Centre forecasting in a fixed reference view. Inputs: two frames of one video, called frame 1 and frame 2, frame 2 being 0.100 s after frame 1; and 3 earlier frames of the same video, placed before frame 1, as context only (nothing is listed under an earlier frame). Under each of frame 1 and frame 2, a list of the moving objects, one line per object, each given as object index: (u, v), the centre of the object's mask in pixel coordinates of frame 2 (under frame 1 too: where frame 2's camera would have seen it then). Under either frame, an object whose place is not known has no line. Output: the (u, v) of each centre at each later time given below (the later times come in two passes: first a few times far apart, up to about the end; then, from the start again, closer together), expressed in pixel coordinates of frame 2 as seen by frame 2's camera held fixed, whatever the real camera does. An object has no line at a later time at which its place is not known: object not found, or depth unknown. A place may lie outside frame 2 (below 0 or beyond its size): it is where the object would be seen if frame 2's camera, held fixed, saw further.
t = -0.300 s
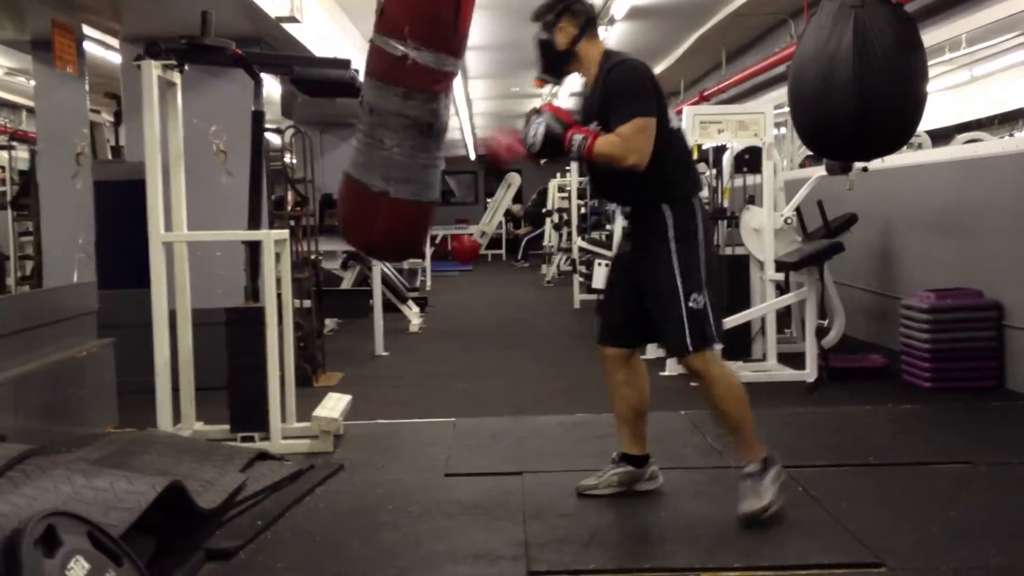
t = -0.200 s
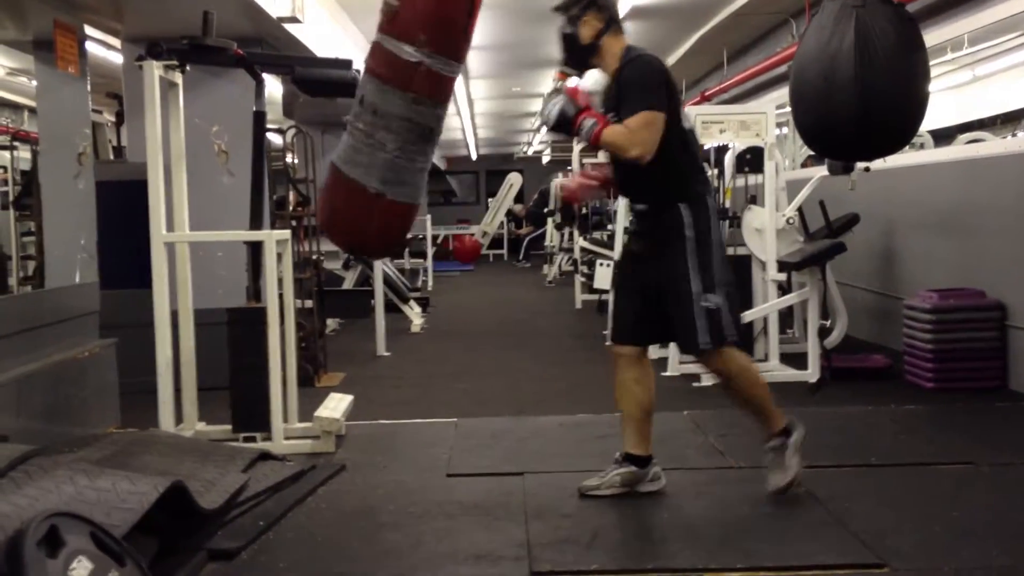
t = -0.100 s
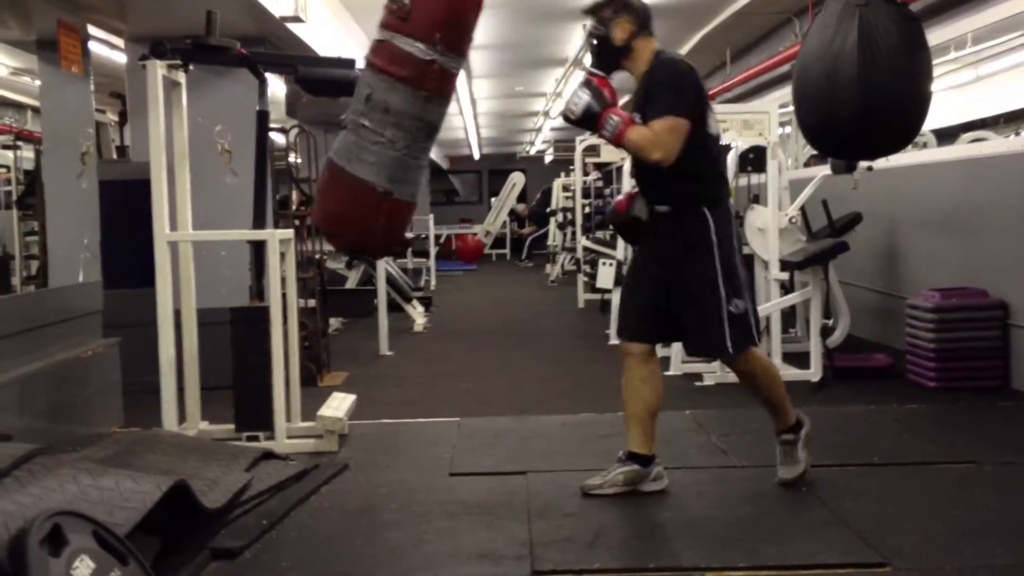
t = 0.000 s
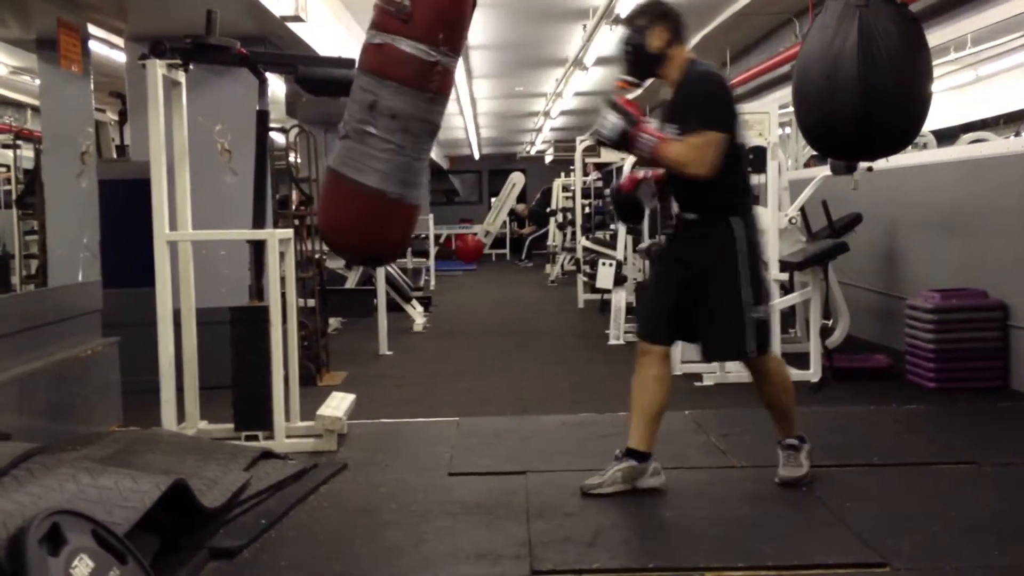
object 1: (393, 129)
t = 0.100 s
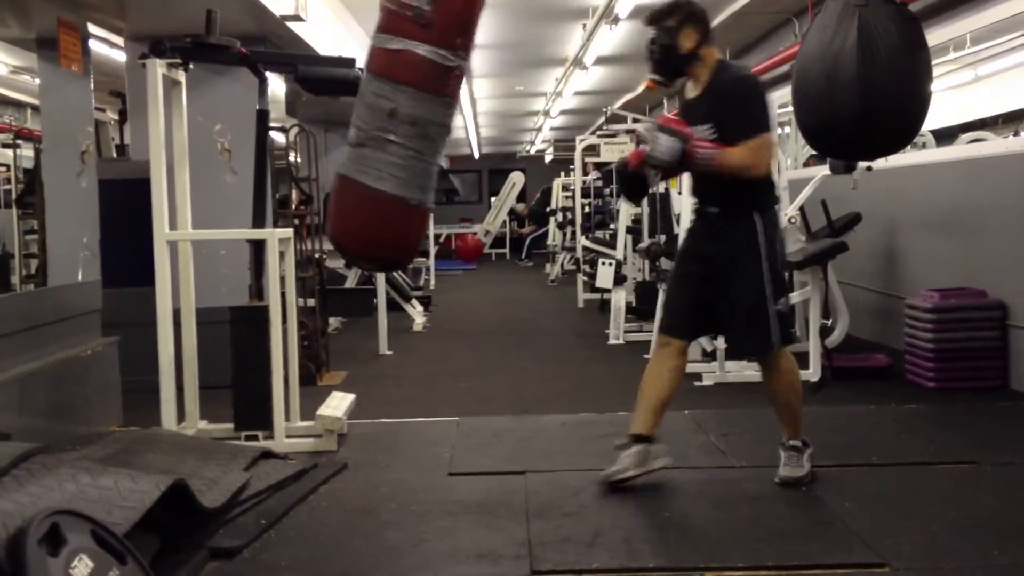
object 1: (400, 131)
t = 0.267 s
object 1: (429, 139)
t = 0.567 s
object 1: (527, 130)
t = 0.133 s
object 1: (408, 132)
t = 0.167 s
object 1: (414, 133)
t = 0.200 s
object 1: (418, 135)
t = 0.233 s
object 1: (422, 138)
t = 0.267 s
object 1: (429, 139)
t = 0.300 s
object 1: (437, 141)
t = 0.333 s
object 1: (445, 143)
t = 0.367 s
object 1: (458, 139)
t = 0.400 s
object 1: (473, 138)
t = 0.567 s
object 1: (527, 130)
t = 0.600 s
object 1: (537, 131)
